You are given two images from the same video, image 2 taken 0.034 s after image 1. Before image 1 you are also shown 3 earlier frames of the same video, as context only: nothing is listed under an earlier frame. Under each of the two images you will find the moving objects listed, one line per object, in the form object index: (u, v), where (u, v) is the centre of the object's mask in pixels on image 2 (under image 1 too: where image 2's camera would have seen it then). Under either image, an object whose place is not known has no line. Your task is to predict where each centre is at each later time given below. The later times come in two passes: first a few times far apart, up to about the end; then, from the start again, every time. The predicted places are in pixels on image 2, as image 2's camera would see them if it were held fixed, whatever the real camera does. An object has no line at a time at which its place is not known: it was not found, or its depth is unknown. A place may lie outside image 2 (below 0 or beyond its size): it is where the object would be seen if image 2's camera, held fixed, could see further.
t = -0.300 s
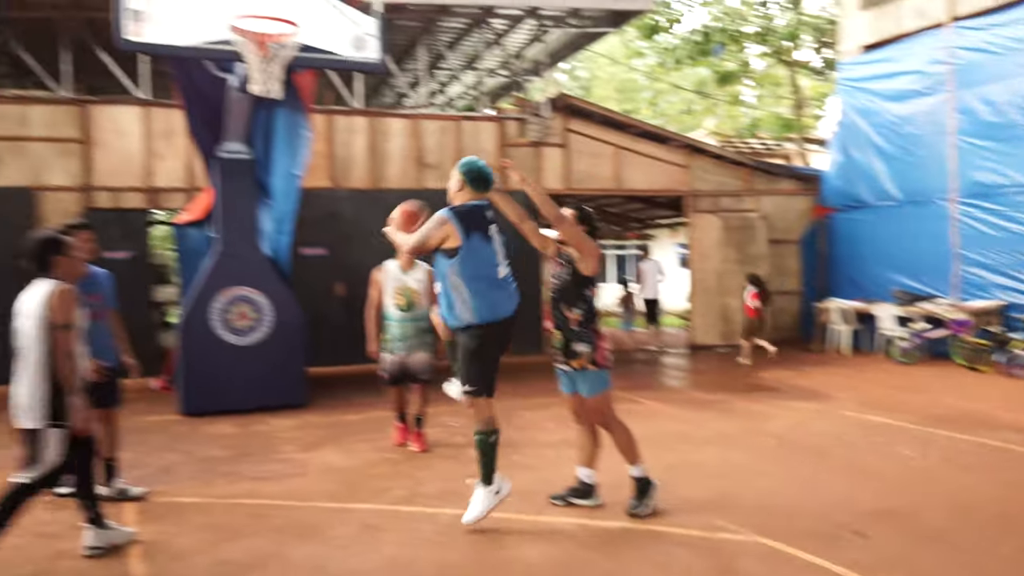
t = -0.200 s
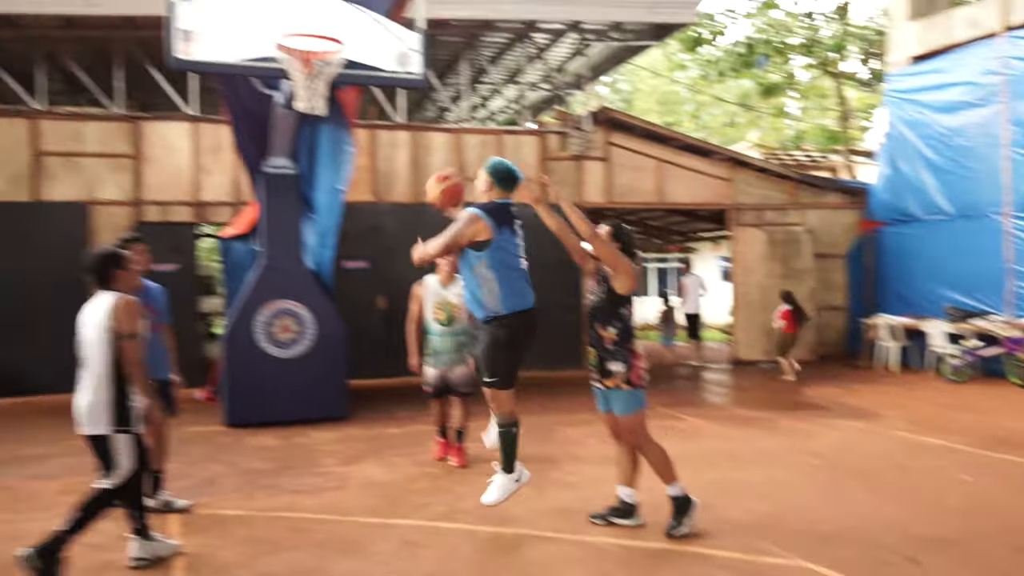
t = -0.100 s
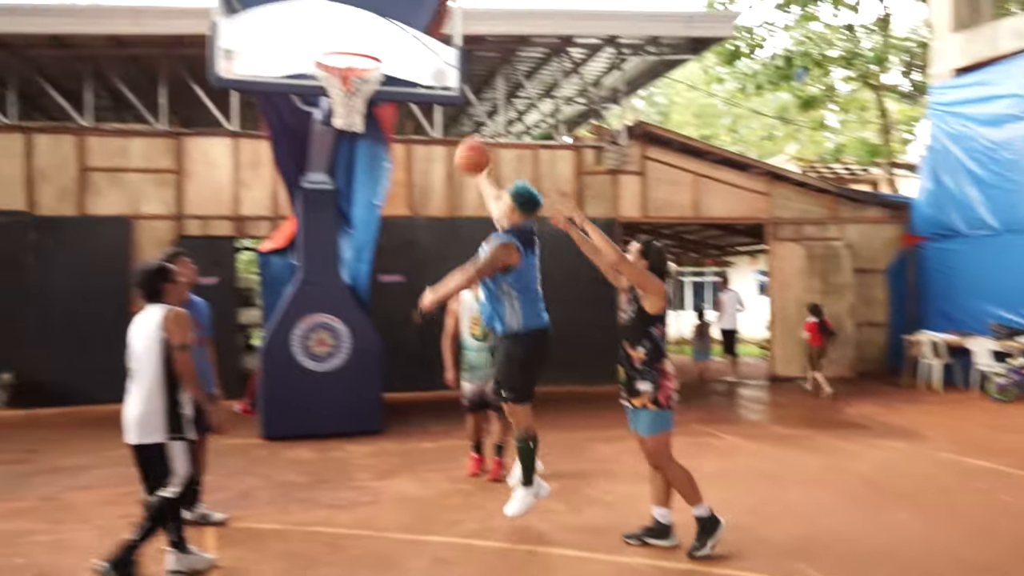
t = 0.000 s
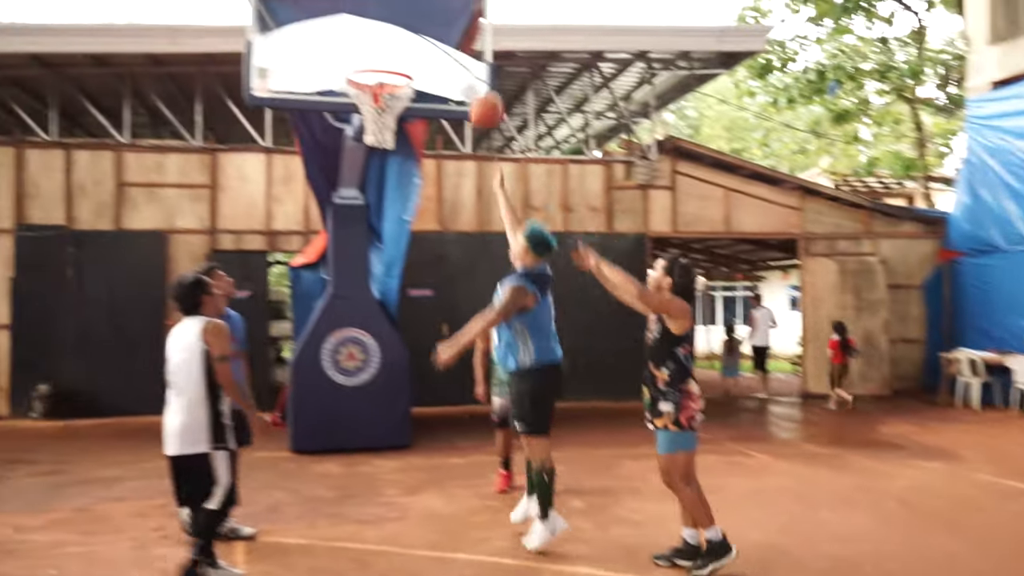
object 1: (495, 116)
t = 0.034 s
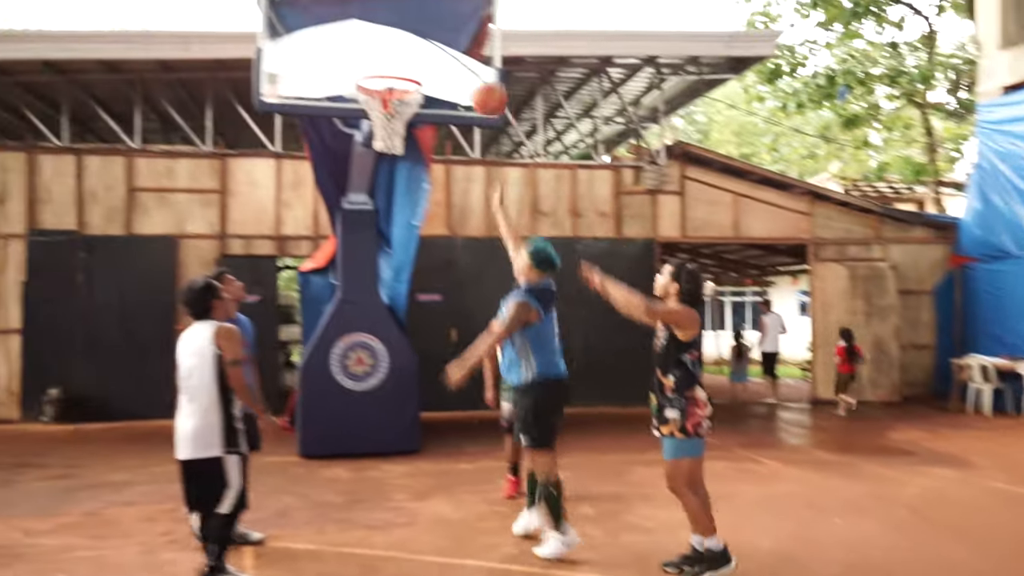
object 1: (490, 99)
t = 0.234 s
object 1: (459, 33)
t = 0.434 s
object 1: (431, 24)
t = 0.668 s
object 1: (400, 70)
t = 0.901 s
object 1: (388, 64)
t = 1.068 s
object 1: (379, 97)
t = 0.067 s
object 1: (485, 84)
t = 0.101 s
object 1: (479, 70)
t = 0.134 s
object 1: (474, 58)
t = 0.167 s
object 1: (469, 48)
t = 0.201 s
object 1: (464, 40)
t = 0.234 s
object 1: (459, 33)
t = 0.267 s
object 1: (454, 28)
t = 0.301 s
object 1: (449, 25)
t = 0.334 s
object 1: (444, 22)
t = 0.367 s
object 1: (440, 22)
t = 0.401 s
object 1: (435, 22)
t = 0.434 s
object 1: (431, 24)
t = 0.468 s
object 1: (426, 28)
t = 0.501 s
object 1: (422, 33)
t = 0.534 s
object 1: (417, 40)
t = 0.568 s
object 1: (412, 50)
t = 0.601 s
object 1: (408, 60)
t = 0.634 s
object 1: (403, 68)
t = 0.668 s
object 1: (400, 70)
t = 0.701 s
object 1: (397, 74)
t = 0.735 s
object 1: (395, 68)
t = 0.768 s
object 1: (394, 65)
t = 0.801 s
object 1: (392, 64)
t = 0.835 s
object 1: (391, 63)
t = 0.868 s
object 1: (389, 63)
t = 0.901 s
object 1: (388, 64)
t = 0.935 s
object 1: (387, 67)
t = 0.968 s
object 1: (385, 69)
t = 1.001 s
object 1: (383, 73)
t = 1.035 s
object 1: (381, 83)
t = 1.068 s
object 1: (379, 97)
